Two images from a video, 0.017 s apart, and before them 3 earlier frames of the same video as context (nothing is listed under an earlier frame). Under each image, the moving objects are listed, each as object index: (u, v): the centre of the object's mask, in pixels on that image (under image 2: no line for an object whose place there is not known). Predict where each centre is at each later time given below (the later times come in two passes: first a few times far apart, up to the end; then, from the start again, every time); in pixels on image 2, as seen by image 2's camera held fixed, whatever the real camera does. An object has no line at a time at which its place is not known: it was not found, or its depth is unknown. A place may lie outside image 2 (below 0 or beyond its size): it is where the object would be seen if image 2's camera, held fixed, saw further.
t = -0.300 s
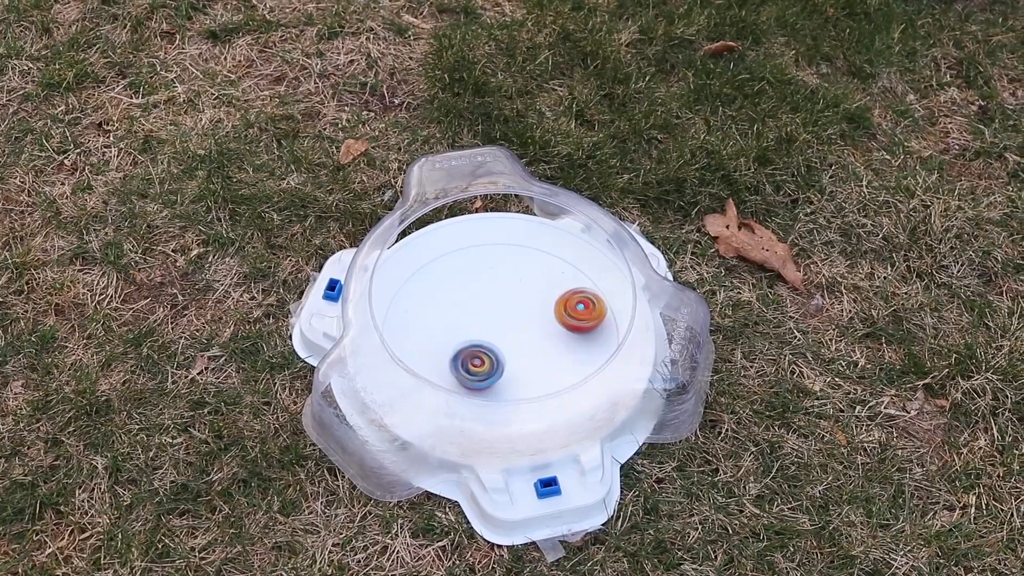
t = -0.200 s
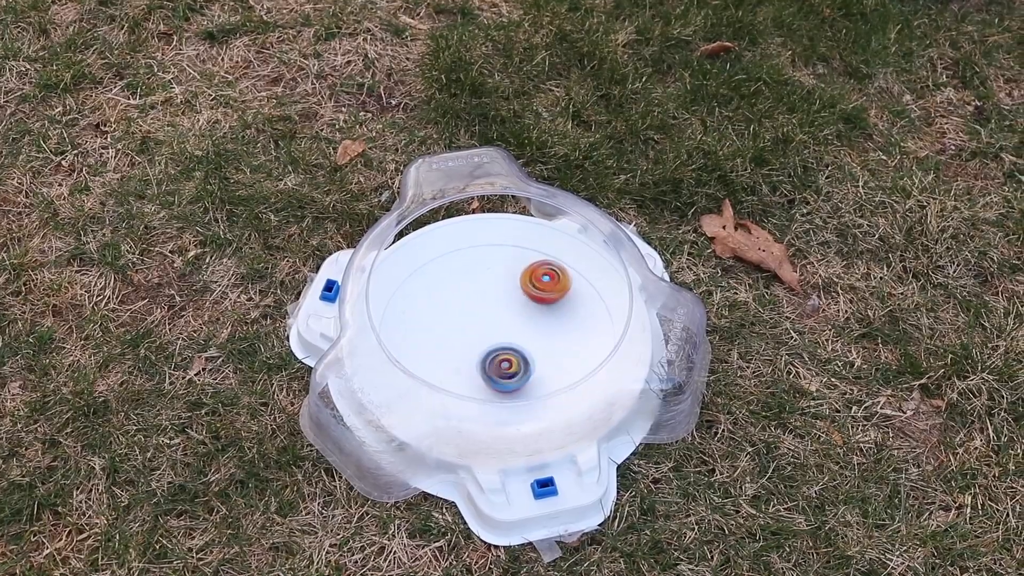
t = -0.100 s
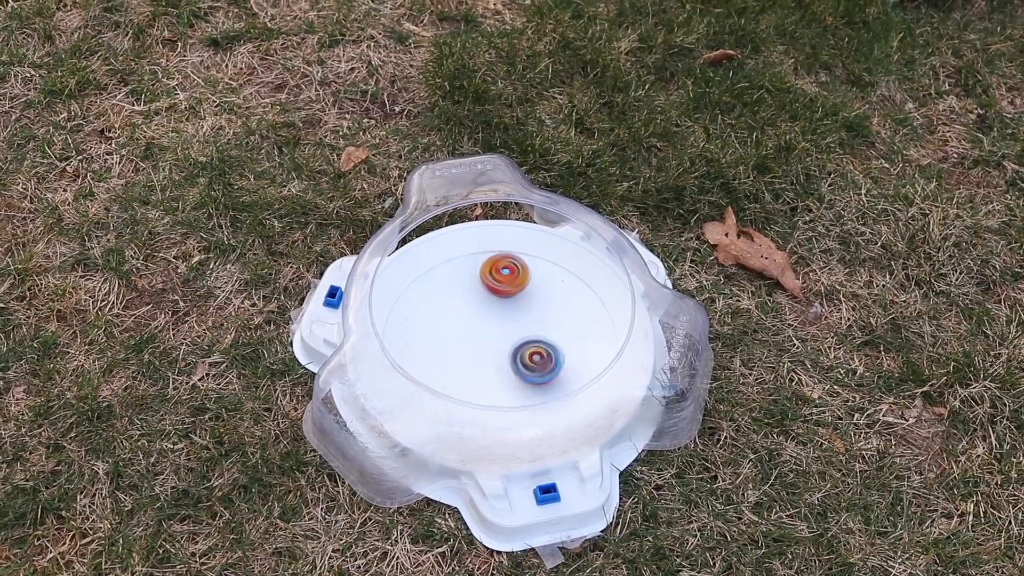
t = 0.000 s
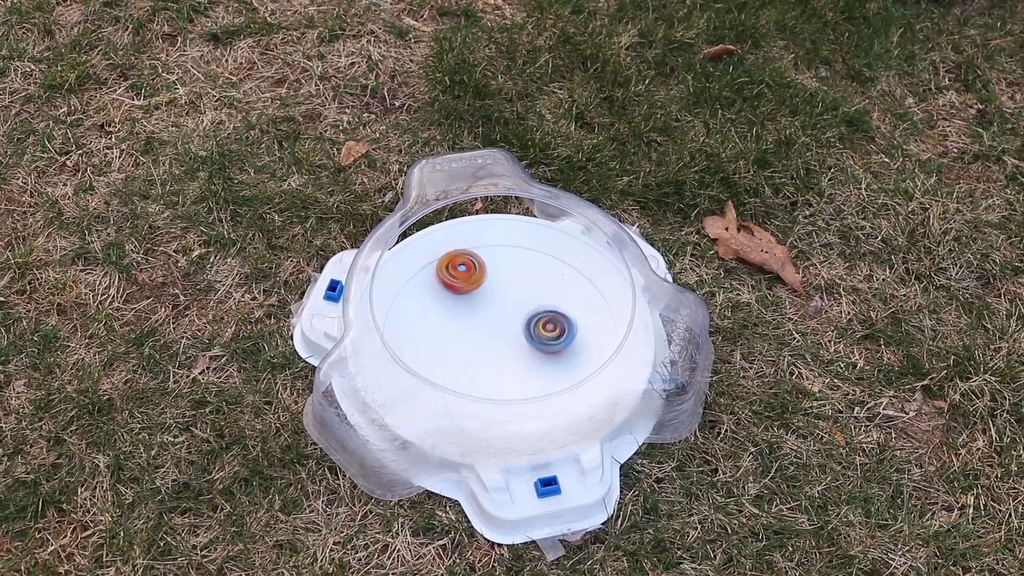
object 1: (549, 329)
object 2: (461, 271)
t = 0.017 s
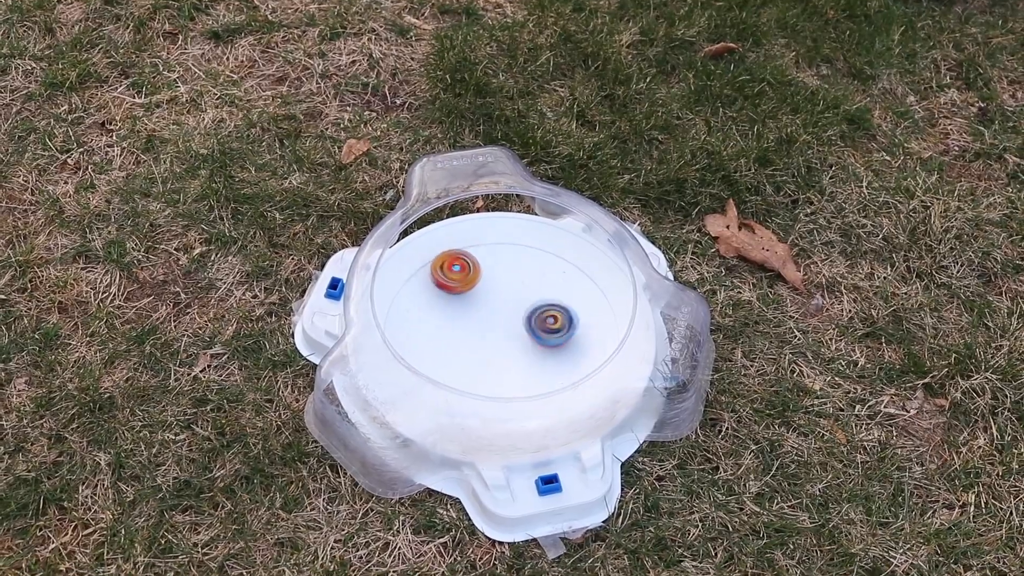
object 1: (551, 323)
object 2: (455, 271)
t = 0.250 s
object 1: (514, 275)
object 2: (410, 335)
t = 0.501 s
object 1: (448, 294)
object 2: (505, 377)
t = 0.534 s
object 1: (443, 301)
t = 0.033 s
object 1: (551, 319)
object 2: (449, 273)
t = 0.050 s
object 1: (551, 314)
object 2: (442, 276)
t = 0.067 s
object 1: (549, 310)
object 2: (436, 279)
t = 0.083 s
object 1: (549, 306)
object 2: (431, 283)
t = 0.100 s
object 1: (546, 301)
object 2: (425, 287)
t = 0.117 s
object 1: (544, 297)
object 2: (421, 291)
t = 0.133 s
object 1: (542, 293)
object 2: (416, 296)
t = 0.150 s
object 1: (538, 290)
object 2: (413, 301)
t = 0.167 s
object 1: (536, 287)
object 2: (410, 306)
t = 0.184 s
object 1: (532, 284)
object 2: (408, 312)
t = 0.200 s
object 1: (528, 281)
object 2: (406, 318)
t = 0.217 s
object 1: (524, 278)
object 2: (407, 324)
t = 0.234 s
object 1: (519, 276)
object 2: (408, 330)
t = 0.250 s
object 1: (514, 275)
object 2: (410, 335)
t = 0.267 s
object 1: (510, 273)
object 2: (413, 341)
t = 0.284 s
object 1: (504, 272)
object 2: (417, 346)
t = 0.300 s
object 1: (500, 271)
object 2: (421, 351)
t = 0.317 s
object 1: (495, 272)
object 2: (426, 356)
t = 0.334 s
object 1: (489, 271)
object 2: (432, 360)
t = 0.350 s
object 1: (484, 272)
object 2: (438, 365)
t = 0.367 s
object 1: (479, 273)
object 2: (445, 368)
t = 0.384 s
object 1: (475, 274)
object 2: (452, 371)
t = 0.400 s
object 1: (470, 276)
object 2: (459, 374)
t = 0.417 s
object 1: (466, 278)
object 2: (467, 376)
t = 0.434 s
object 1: (461, 280)
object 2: (474, 377)
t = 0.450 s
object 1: (456, 283)
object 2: (482, 378)
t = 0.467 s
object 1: (454, 287)
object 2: (490, 378)
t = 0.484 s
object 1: (450, 290)
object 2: (498, 378)
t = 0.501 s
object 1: (448, 294)
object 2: (505, 377)
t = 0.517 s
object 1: (446, 297)
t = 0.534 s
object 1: (443, 301)
